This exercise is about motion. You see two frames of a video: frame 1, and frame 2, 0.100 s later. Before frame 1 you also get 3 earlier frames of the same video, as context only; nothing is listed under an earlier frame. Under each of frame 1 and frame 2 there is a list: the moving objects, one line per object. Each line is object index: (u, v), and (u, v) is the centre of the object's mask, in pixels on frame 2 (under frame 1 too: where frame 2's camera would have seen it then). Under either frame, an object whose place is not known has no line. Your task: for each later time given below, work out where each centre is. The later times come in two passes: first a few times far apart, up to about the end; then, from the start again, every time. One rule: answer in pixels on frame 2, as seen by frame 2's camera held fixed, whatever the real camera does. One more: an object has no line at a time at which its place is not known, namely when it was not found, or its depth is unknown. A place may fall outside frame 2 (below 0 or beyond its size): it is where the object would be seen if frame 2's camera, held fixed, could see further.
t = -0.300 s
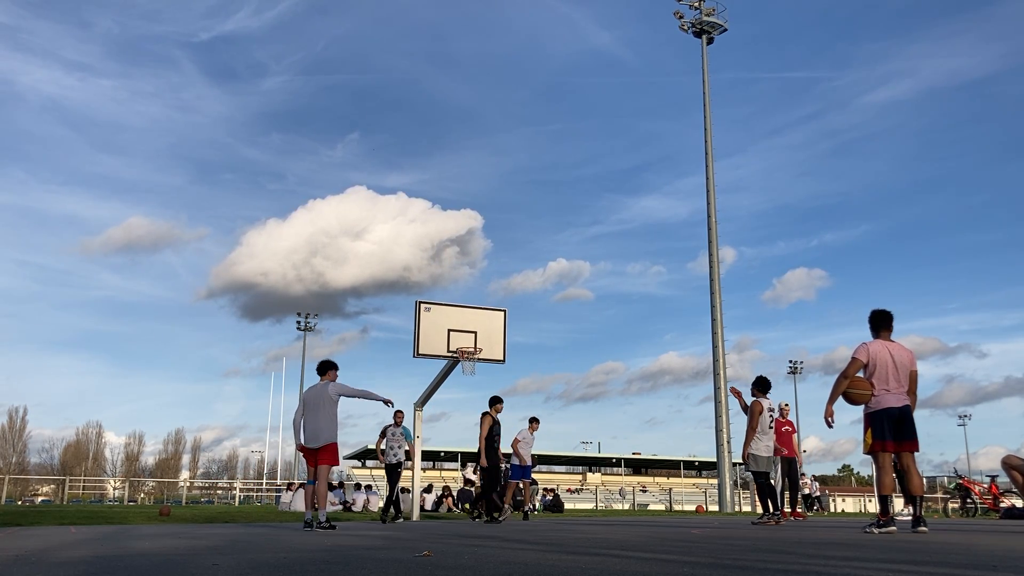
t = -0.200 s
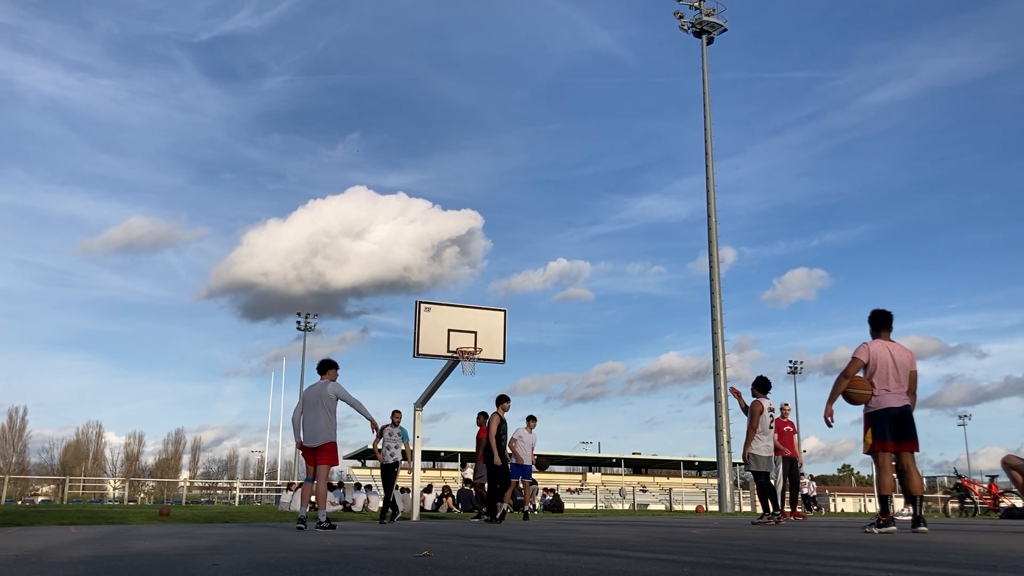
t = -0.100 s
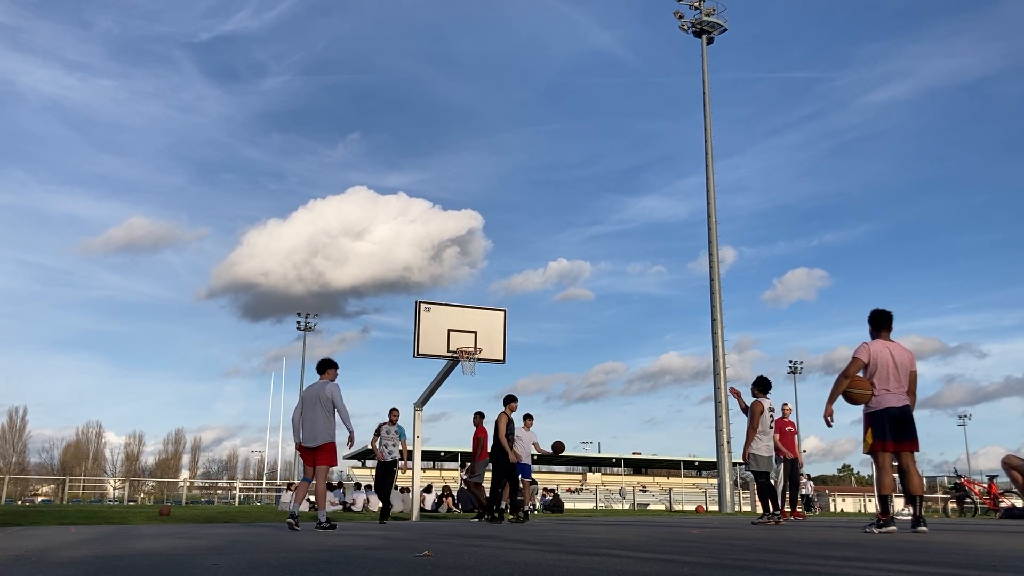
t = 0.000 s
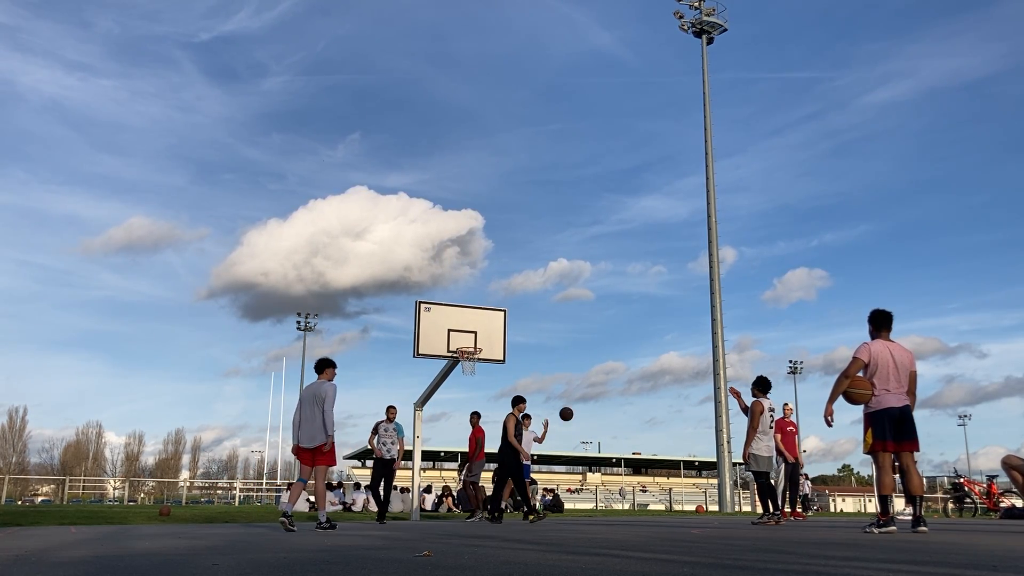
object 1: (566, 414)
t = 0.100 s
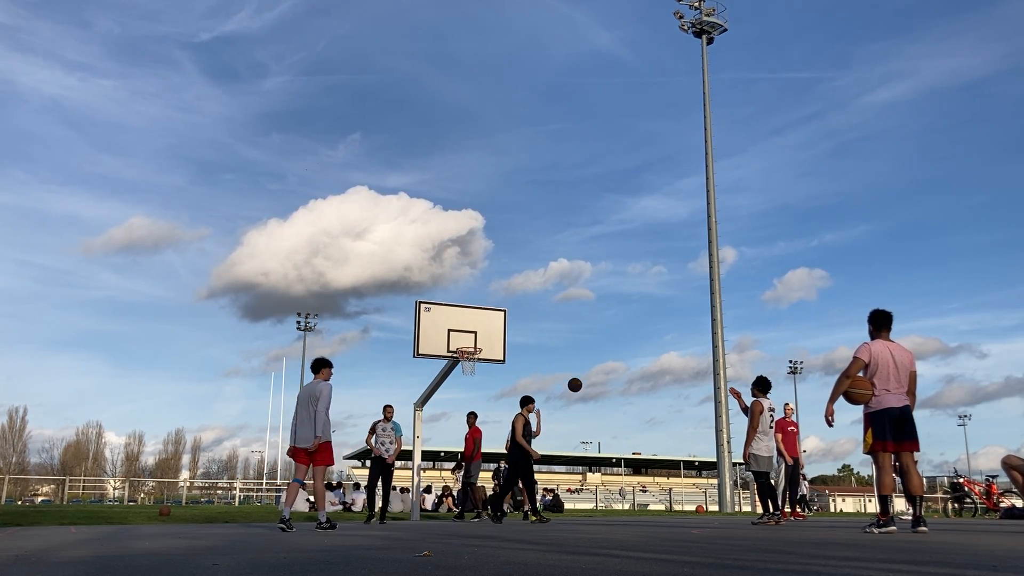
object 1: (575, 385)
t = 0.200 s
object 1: (584, 361)
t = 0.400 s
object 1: (605, 328)
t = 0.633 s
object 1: (634, 321)
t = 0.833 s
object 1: (663, 346)
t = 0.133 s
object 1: (578, 376)
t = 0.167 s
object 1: (581, 368)
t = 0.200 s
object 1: (584, 361)
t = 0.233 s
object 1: (587, 354)
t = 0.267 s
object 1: (590, 347)
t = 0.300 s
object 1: (594, 341)
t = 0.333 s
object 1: (597, 336)
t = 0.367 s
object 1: (601, 332)
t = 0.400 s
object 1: (605, 328)
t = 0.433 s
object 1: (608, 325)
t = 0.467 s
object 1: (612, 323)
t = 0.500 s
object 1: (616, 321)
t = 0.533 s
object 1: (620, 320)
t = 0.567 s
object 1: (625, 319)
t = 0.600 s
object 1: (629, 320)
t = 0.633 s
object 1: (634, 321)
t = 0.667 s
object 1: (638, 323)
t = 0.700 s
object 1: (643, 326)
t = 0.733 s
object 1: (648, 329)
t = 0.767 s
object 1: (653, 334)
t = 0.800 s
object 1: (658, 339)
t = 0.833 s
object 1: (663, 346)
